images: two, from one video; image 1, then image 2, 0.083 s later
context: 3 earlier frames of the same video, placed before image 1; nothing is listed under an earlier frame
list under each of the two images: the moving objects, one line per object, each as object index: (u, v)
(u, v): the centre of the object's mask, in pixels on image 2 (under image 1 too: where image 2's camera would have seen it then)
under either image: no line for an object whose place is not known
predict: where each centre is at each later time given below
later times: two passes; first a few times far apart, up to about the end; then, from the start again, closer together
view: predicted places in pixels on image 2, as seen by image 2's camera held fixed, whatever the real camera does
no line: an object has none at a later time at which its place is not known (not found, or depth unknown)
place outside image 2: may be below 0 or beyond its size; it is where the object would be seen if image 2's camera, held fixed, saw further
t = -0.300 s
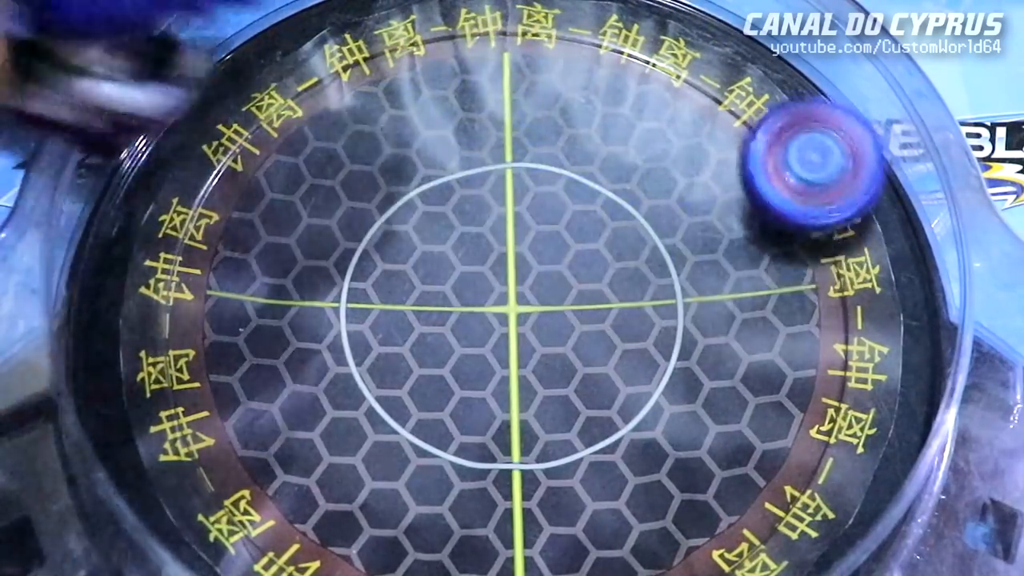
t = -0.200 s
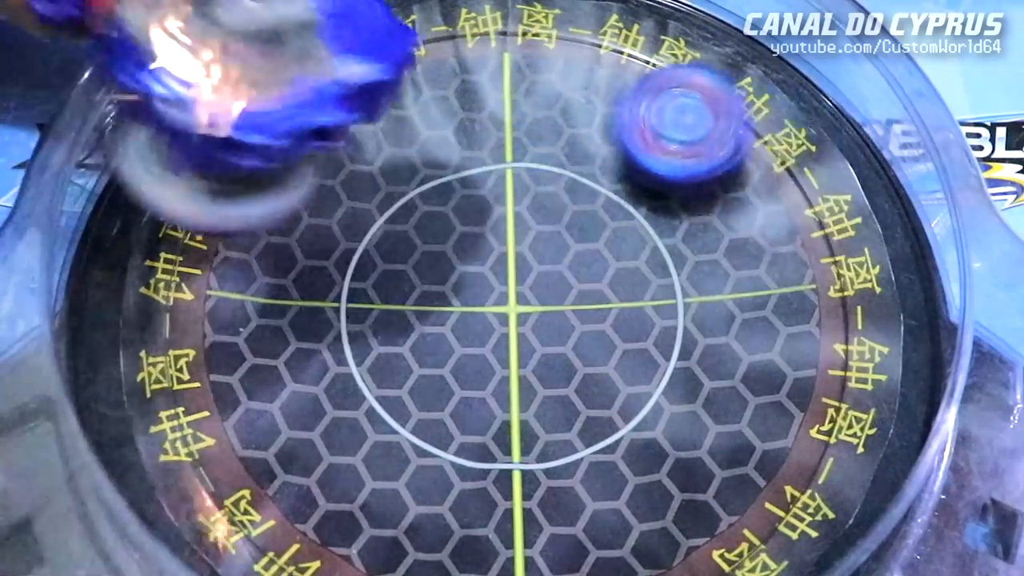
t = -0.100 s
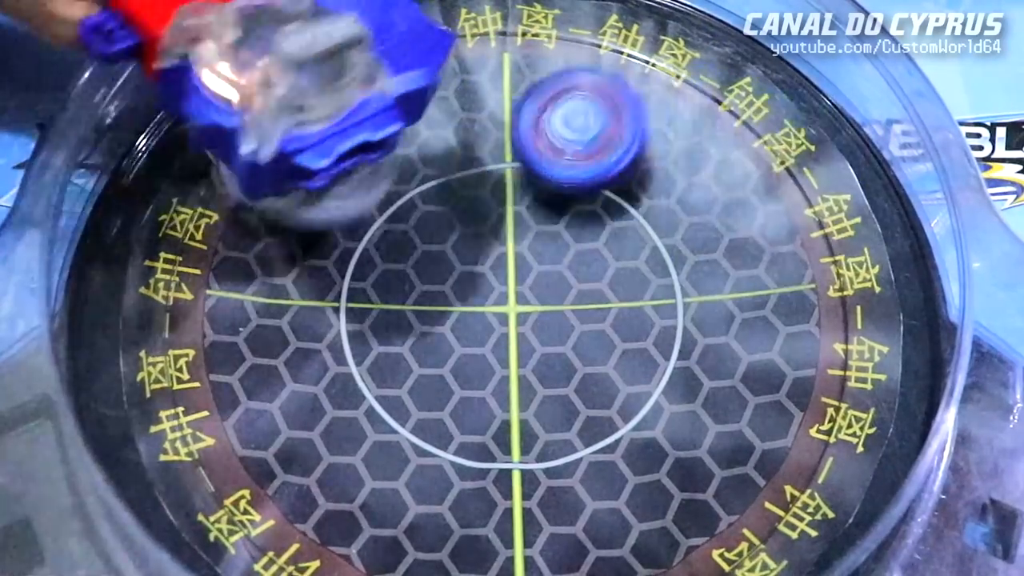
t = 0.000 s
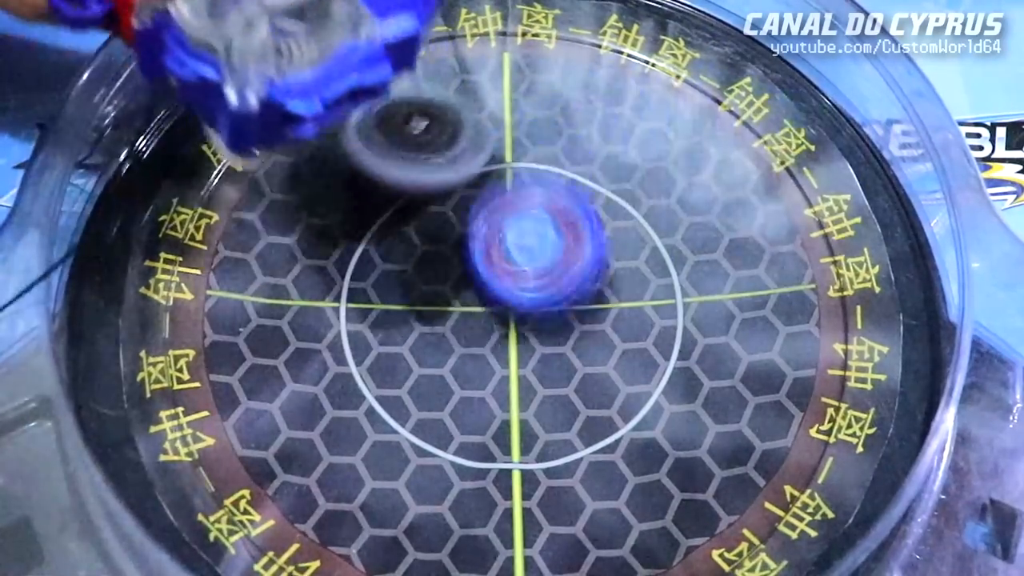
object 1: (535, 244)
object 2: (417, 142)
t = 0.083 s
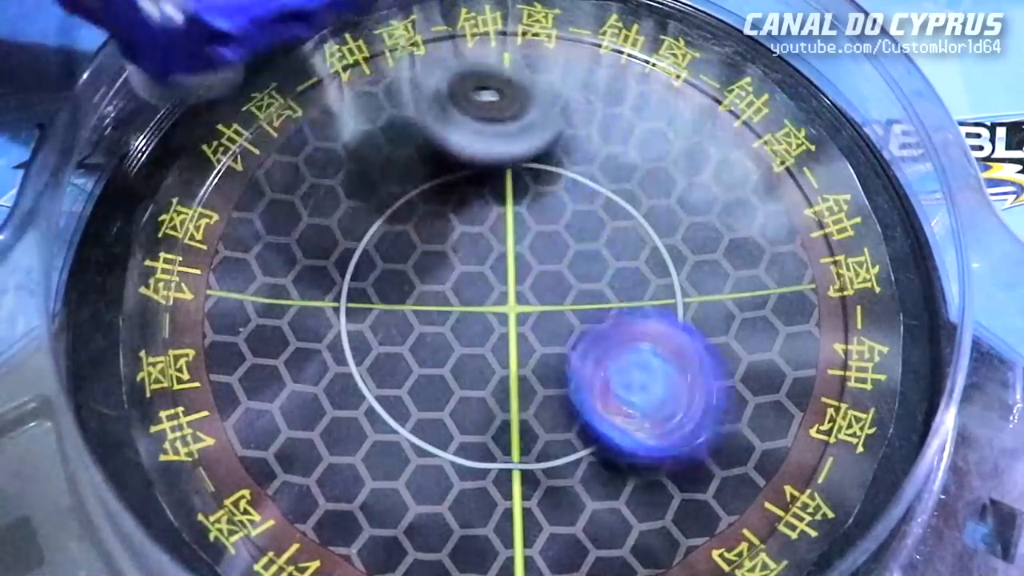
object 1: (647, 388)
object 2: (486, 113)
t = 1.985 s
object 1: (365, 526)
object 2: (529, 228)
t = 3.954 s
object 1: (332, 367)
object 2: (776, 390)
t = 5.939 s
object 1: (717, 281)
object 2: (529, 270)
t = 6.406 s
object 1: (575, 455)
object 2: (249, 300)
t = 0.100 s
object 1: (681, 410)
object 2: (501, 114)
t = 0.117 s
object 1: (715, 425)
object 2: (518, 113)
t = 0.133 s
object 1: (744, 433)
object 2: (534, 113)
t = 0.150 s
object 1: (778, 440)
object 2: (554, 117)
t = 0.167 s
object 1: (816, 442)
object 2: (575, 125)
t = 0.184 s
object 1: (824, 429)
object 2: (595, 130)
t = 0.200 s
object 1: (817, 404)
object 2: (613, 137)
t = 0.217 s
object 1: (807, 378)
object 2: (632, 147)
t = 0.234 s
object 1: (795, 357)
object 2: (655, 158)
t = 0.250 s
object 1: (780, 342)
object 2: (675, 171)
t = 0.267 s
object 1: (768, 327)
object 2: (696, 183)
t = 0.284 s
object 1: (765, 321)
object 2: (711, 192)
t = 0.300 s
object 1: (770, 333)
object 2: (719, 173)
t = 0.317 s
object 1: (775, 345)
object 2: (731, 159)
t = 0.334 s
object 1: (779, 360)
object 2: (742, 147)
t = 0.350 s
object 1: (786, 370)
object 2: (749, 138)
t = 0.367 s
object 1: (795, 379)
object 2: (753, 131)
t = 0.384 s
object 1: (804, 388)
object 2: (754, 122)
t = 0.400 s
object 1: (813, 396)
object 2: (755, 116)
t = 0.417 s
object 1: (823, 402)
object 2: (756, 113)
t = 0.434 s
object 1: (823, 400)
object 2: (754, 110)
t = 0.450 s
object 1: (819, 399)
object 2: (753, 109)
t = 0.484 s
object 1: (810, 396)
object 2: (746, 110)
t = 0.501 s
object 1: (807, 394)
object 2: (743, 113)
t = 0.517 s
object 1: (806, 392)
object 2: (737, 118)
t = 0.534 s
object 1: (806, 392)
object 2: (729, 126)
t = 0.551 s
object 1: (808, 392)
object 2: (719, 133)
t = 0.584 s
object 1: (816, 392)
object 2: (694, 155)
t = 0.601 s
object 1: (820, 392)
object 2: (686, 165)
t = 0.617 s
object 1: (824, 392)
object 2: (669, 178)
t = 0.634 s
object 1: (825, 390)
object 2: (655, 190)
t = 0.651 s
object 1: (823, 386)
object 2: (639, 207)
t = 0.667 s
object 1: (819, 381)
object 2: (620, 221)
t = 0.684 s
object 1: (816, 379)
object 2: (605, 232)
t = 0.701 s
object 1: (812, 376)
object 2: (590, 248)
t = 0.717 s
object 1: (807, 374)
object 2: (575, 262)
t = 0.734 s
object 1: (801, 374)
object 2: (558, 274)
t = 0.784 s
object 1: (772, 374)
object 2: (505, 318)
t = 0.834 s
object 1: (735, 382)
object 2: (455, 357)
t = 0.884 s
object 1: (696, 401)
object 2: (414, 385)
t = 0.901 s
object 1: (682, 411)
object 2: (401, 392)
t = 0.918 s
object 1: (669, 421)
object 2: (389, 397)
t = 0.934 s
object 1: (657, 433)
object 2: (379, 401)
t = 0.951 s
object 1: (645, 445)
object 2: (371, 402)
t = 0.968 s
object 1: (637, 458)
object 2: (362, 401)
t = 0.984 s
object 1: (629, 471)
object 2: (357, 400)
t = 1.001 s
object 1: (624, 485)
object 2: (352, 399)
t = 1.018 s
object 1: (620, 498)
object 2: (349, 394)
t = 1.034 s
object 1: (619, 508)
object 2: (347, 387)
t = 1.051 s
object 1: (619, 515)
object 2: (346, 382)
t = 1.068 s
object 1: (622, 520)
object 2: (348, 372)
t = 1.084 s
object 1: (628, 525)
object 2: (351, 361)
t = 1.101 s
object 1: (637, 529)
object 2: (354, 354)
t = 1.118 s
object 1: (646, 531)
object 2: (360, 339)
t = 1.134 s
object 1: (653, 533)
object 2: (365, 329)
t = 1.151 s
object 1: (661, 532)
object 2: (374, 316)
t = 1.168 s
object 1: (669, 532)
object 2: (382, 301)
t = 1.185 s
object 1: (678, 530)
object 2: (392, 288)
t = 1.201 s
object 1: (684, 526)
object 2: (402, 277)
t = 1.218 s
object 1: (689, 521)
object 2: (412, 263)
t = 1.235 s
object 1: (690, 515)
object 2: (424, 248)
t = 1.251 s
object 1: (687, 507)
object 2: (435, 233)
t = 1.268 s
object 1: (681, 496)
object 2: (450, 217)
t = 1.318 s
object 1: (648, 452)
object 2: (494, 174)
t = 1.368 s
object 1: (592, 413)
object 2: (551, 133)
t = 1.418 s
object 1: (515, 391)
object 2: (597, 110)
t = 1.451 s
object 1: (458, 387)
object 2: (626, 104)
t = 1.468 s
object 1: (432, 388)
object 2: (643, 103)
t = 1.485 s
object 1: (402, 394)
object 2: (659, 102)
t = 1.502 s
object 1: (377, 401)
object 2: (673, 107)
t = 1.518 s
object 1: (353, 411)
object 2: (689, 111)
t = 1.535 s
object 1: (329, 425)
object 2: (705, 116)
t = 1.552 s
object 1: (308, 438)
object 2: (715, 124)
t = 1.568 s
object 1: (292, 454)
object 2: (727, 133)
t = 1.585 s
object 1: (278, 473)
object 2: (740, 144)
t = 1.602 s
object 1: (268, 492)
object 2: (750, 158)
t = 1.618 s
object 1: (263, 505)
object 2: (759, 172)
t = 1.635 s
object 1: (278, 509)
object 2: (763, 188)
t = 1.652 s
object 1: (299, 512)
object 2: (771, 208)
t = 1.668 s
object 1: (324, 517)
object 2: (772, 233)
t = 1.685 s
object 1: (345, 519)
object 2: (773, 255)
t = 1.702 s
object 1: (365, 521)
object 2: (771, 278)
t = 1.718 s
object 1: (383, 522)
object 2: (765, 302)
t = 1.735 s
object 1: (403, 523)
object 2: (754, 323)
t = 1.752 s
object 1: (420, 523)
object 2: (737, 344)
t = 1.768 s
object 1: (437, 521)
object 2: (716, 360)
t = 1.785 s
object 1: (453, 516)
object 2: (689, 377)
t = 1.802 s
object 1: (468, 508)
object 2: (661, 390)
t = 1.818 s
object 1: (477, 498)
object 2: (629, 399)
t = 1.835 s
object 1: (470, 499)
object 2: (610, 391)
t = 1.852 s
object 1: (450, 502)
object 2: (600, 378)
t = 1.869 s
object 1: (432, 507)
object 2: (586, 360)
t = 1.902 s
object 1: (403, 513)
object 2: (561, 325)
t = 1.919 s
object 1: (392, 516)
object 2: (549, 305)
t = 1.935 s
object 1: (382, 518)
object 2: (542, 287)
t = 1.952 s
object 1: (373, 521)
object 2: (535, 267)
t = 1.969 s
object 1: (367, 523)
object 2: (531, 247)
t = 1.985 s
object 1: (365, 526)
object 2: (529, 228)
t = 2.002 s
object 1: (362, 528)
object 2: (531, 208)
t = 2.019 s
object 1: (361, 530)
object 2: (535, 189)
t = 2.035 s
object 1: (361, 531)
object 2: (537, 174)
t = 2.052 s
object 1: (363, 531)
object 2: (547, 153)
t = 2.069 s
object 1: (361, 530)
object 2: (558, 138)
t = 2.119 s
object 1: (370, 524)
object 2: (590, 103)
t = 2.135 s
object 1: (376, 521)
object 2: (603, 95)
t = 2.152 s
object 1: (383, 516)
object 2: (617, 87)
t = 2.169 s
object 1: (389, 509)
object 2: (631, 82)
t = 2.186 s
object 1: (391, 501)
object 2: (650, 79)
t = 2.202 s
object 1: (391, 487)
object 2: (666, 81)
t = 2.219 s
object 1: (390, 473)
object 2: (679, 84)
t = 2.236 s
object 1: (388, 458)
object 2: (696, 93)
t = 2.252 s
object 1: (383, 440)
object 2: (710, 102)
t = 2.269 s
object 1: (376, 425)
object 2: (719, 115)
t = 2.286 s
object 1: (367, 411)
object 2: (725, 130)
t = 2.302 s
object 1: (357, 396)
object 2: (732, 150)
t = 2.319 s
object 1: (348, 384)
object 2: (732, 169)
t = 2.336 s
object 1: (337, 370)
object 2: (730, 187)
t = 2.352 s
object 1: (324, 358)
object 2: (725, 203)
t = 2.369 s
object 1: (310, 348)
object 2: (717, 220)
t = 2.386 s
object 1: (297, 338)
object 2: (709, 230)
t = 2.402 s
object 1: (281, 332)
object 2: (701, 236)
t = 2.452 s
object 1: (238, 319)
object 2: (646, 271)
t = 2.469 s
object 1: (224, 319)
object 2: (628, 274)
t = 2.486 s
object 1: (213, 321)
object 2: (608, 279)
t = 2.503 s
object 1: (202, 324)
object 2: (589, 279)
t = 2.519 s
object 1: (192, 331)
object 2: (567, 279)
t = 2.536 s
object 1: (186, 336)
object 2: (546, 275)
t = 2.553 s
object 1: (184, 344)
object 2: (526, 271)
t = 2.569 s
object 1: (181, 350)
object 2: (508, 264)
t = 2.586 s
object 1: (187, 356)
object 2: (490, 256)
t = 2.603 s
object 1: (191, 362)
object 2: (475, 245)
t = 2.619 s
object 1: (202, 368)
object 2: (463, 237)
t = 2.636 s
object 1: (213, 372)
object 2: (450, 225)
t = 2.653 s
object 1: (229, 377)
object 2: (441, 214)
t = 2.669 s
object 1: (247, 380)
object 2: (435, 201)
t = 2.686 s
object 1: (268, 381)
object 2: (432, 188)
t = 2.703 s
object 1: (288, 379)
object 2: (432, 177)
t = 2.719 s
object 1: (310, 374)
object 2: (432, 168)
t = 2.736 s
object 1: (333, 366)
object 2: (434, 161)
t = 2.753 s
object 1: (353, 357)
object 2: (437, 157)
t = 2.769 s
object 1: (372, 345)
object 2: (440, 153)
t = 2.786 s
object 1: (390, 330)
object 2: (444, 150)
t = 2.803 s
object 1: (406, 312)
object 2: (448, 148)
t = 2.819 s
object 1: (420, 295)
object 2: (454, 146)
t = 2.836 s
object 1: (428, 281)
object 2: (458, 145)
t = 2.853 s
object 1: (432, 293)
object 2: (465, 128)
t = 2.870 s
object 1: (434, 307)
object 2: (475, 106)
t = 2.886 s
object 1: (439, 317)
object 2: (483, 90)
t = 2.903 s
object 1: (444, 322)
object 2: (495, 75)
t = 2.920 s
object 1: (449, 326)
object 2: (503, 65)
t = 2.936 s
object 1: (456, 328)
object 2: (520, 56)
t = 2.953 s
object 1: (463, 328)
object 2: (528, 54)
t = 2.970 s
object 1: (471, 325)
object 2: (539, 53)
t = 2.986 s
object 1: (477, 320)
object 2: (549, 53)
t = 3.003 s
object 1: (484, 313)
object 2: (564, 53)
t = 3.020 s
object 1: (491, 305)
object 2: (578, 55)
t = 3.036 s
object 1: (496, 296)
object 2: (587, 58)
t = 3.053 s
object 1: (500, 287)
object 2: (596, 62)
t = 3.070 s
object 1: (504, 277)
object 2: (605, 68)
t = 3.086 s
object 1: (507, 268)
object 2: (614, 77)
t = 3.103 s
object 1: (509, 259)
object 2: (620, 90)
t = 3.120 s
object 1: (510, 249)
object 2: (626, 102)
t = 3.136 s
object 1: (508, 240)
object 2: (634, 117)
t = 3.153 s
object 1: (505, 230)
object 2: (637, 130)
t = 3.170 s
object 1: (501, 221)
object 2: (638, 142)
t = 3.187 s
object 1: (495, 214)
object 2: (638, 156)
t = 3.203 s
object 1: (486, 207)
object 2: (631, 175)
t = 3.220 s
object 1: (476, 202)
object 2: (629, 190)
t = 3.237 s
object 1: (466, 199)
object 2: (627, 201)
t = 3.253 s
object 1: (454, 198)
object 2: (618, 216)
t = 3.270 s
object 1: (442, 200)
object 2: (607, 227)
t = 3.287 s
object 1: (434, 204)
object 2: (601, 237)
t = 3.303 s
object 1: (425, 210)
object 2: (590, 250)
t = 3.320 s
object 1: (418, 217)
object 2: (580, 259)
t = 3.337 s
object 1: (411, 228)
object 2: (571, 267)
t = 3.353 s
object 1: (408, 238)
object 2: (558, 277)
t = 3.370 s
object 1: (397, 246)
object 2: (556, 288)
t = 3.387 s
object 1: (383, 257)
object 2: (556, 299)
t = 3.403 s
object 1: (372, 268)
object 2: (554, 310)
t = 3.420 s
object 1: (364, 280)
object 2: (549, 320)
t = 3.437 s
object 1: (360, 294)
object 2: (541, 330)
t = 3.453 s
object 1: (359, 311)
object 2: (532, 340)
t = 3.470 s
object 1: (362, 327)
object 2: (525, 349)
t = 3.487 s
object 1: (357, 339)
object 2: (526, 361)
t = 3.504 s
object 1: (351, 351)
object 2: (529, 373)
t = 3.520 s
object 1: (350, 363)
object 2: (530, 384)
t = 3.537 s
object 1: (355, 376)
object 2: (529, 391)
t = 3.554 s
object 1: (359, 386)
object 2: (528, 398)
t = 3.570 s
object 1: (359, 397)
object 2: (536, 405)
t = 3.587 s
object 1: (360, 406)
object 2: (542, 410)
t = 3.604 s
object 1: (365, 415)
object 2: (545, 416)
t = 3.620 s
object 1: (375, 423)
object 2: (547, 422)
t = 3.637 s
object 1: (358, 423)
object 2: (570, 429)
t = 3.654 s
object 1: (320, 420)
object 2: (608, 433)
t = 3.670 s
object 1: (291, 418)
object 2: (641, 438)
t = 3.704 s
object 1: (241, 417)
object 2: (702, 443)
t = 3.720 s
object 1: (220, 421)
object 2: (729, 446)
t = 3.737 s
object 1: (203, 424)
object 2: (755, 447)
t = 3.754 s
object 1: (204, 424)
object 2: (777, 448)
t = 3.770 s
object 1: (215, 420)
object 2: (796, 447)
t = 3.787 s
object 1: (232, 419)
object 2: (813, 445)
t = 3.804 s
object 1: (246, 419)
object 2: (822, 442)
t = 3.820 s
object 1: (260, 416)
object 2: (827, 436)
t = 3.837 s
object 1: (273, 412)
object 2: (831, 432)
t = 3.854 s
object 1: (287, 408)
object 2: (831, 426)
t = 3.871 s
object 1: (296, 404)
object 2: (829, 421)
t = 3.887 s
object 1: (308, 398)
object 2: (824, 415)
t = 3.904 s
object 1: (318, 391)
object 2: (814, 410)
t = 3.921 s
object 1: (324, 385)
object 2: (805, 403)
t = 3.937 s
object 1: (330, 375)
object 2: (793, 397)
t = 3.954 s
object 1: (332, 367)
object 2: (776, 390)
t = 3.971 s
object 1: (334, 358)
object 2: (764, 384)
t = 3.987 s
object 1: (333, 347)
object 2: (749, 378)
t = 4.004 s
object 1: (332, 336)
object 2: (735, 371)
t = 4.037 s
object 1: (322, 312)
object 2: (697, 358)
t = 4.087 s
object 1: (297, 281)
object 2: (639, 335)
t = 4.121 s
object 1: (278, 265)
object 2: (606, 322)
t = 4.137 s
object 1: (270, 260)
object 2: (590, 312)
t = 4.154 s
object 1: (261, 255)
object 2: (574, 306)
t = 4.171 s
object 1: (252, 253)
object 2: (555, 297)
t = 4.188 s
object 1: (244, 252)
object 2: (541, 289)
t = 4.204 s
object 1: (237, 250)
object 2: (527, 283)
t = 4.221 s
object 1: (232, 251)
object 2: (514, 274)
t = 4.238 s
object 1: (227, 256)
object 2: (503, 267)
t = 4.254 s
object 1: (226, 258)
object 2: (490, 259)
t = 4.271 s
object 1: (226, 262)
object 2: (482, 249)
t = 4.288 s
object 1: (230, 267)
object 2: (474, 244)
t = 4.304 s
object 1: (240, 271)
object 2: (459, 239)
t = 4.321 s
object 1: (248, 278)
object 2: (463, 231)
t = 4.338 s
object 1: (261, 281)
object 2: (450, 225)
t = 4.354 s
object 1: (277, 283)
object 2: (448, 217)
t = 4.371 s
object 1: (294, 282)
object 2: (449, 213)
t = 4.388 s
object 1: (312, 280)
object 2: (447, 205)
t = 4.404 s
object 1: (329, 276)
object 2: (450, 200)
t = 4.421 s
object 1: (340, 275)
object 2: (450, 191)
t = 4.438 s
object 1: (350, 275)
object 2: (463, 180)
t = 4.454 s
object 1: (361, 272)
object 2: (474, 171)
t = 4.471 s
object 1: (374, 267)
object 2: (488, 161)
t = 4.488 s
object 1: (385, 261)
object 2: (512, 151)
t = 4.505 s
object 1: (395, 254)
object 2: (525, 143)
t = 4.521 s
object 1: (404, 245)
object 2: (541, 135)
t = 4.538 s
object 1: (412, 235)
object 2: (559, 127)
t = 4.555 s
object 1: (418, 224)
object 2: (574, 120)
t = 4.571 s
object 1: (424, 215)
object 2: (590, 115)
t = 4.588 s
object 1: (429, 202)
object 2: (603, 110)
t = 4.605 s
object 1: (432, 192)
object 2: (623, 109)
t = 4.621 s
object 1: (434, 181)
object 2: (638, 108)
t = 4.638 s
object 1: (435, 171)
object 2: (657, 103)
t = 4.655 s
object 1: (436, 162)
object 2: (672, 102)
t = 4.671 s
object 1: (435, 153)
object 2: (691, 100)
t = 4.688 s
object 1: (432, 144)
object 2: (709, 102)
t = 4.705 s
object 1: (430, 137)
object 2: (723, 103)
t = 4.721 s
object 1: (425, 131)
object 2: (736, 107)
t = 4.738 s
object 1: (421, 129)
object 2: (749, 113)
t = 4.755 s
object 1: (417, 128)
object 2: (762, 119)
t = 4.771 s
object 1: (414, 127)
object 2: (774, 129)
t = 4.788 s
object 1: (412, 128)
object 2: (781, 140)
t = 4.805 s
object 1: (412, 129)
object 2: (785, 154)
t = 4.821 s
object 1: (411, 132)
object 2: (790, 168)
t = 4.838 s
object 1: (410, 136)
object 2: (793, 182)
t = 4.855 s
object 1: (412, 141)
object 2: (796, 199)
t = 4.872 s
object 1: (416, 147)
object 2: (795, 214)
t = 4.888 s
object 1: (420, 154)
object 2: (791, 229)
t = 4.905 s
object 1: (427, 162)
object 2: (786, 246)
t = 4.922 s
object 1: (434, 167)
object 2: (779, 260)
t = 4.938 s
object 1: (442, 173)
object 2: (772, 272)
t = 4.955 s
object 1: (452, 180)
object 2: (763, 283)
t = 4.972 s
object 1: (464, 186)
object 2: (754, 290)
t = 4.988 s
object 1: (475, 191)
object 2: (742, 305)
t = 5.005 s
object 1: (489, 195)
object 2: (726, 314)
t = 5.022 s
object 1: (502, 198)
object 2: (710, 321)
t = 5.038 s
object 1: (516, 201)
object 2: (693, 327)
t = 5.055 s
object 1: (531, 203)
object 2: (674, 331)
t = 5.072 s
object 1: (545, 202)
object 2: (654, 333)
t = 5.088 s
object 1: (559, 200)
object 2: (632, 335)
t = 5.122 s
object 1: (584, 191)
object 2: (595, 332)
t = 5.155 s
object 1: (607, 180)
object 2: (556, 328)
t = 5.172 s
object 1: (616, 177)
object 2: (539, 322)
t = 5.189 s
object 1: (624, 173)
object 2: (520, 316)
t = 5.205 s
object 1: (630, 169)
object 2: (504, 308)
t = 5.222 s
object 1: (634, 162)
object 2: (486, 301)
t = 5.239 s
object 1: (638, 155)
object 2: (469, 292)
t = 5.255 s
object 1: (639, 148)
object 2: (452, 280)
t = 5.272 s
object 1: (639, 143)
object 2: (440, 268)
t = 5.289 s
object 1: (638, 136)
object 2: (427, 257)
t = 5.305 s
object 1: (635, 134)
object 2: (416, 244)
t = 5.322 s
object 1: (629, 133)
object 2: (405, 231)
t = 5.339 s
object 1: (624, 132)
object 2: (395, 218)
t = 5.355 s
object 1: (616, 131)
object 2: (386, 203)
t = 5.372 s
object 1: (611, 135)
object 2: (380, 191)
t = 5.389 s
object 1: (605, 138)
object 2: (377, 174)
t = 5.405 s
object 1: (596, 143)
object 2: (376, 161)
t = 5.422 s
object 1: (588, 149)
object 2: (375, 151)
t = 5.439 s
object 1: (582, 157)
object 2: (377, 135)
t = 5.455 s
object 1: (577, 167)
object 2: (380, 124)
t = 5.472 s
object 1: (574, 179)
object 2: (385, 112)
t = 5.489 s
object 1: (571, 191)
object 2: (389, 103)
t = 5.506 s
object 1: (570, 205)
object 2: (395, 93)
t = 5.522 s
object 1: (569, 219)
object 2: (400, 86)
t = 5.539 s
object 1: (570, 235)
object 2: (408, 79)
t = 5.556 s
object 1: (574, 249)
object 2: (416, 73)
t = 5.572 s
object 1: (579, 260)
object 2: (424, 68)
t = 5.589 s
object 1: (586, 276)
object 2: (433, 65)
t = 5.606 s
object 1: (595, 290)
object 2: (442, 65)
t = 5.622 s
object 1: (604, 301)
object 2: (454, 65)
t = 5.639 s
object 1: (615, 315)
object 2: (464, 67)
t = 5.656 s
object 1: (626, 326)
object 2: (475, 71)
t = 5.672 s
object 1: (638, 335)
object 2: (484, 77)
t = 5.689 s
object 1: (652, 341)
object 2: (495, 85)
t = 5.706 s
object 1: (667, 347)
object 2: (506, 92)
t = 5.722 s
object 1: (681, 350)
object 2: (513, 101)
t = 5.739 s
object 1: (695, 352)
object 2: (522, 110)
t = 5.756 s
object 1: (708, 351)
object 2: (527, 120)
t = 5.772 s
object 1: (720, 350)
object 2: (533, 133)
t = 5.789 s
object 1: (731, 347)
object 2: (538, 145)
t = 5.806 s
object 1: (740, 343)
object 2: (543, 158)
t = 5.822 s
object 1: (746, 337)
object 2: (546, 175)
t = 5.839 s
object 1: (750, 329)
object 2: (547, 186)
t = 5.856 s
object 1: (751, 321)
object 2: (547, 200)
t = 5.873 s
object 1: (749, 312)
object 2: (546, 215)
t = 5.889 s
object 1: (745, 302)
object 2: (542, 231)
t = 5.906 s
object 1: (738, 293)
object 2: (538, 241)
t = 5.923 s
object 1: (728, 286)
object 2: (536, 256)
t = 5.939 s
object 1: (717, 281)
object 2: (529, 270)
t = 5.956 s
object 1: (702, 276)
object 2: (522, 285)
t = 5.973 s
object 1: (688, 274)
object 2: (516, 294)
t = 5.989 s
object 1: (672, 274)
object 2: (509, 306)
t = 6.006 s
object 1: (656, 274)
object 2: (499, 318)
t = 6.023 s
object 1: (645, 274)
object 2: (482, 331)
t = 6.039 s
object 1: (632, 276)
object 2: (467, 340)
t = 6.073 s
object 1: (604, 284)
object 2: (436, 358)
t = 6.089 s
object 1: (591, 291)
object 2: (423, 366)
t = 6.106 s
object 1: (580, 298)
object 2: (407, 369)
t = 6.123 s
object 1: (568, 309)
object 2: (391, 375)
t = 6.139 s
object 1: (558, 318)
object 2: (374, 379)
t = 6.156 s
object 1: (549, 330)
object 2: (356, 382)
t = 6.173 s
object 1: (540, 341)
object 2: (342, 383)
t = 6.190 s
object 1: (532, 354)
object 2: (325, 384)
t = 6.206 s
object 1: (525, 366)
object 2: (310, 384)
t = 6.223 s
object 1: (521, 377)
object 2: (295, 381)
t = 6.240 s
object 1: (520, 390)
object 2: (282, 379)
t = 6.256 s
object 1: (520, 403)
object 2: (268, 372)
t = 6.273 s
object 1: (522, 413)
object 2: (257, 366)
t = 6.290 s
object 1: (524, 425)
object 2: (249, 357)
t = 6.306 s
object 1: (528, 433)
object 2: (240, 348)
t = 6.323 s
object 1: (533, 441)
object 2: (235, 339)
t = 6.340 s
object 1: (541, 449)
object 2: (233, 330)
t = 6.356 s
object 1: (549, 453)
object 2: (234, 321)
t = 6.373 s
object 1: (559, 457)
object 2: (237, 312)
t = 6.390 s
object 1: (567, 457)
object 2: (242, 304)
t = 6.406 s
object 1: (575, 455)
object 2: (249, 300)
